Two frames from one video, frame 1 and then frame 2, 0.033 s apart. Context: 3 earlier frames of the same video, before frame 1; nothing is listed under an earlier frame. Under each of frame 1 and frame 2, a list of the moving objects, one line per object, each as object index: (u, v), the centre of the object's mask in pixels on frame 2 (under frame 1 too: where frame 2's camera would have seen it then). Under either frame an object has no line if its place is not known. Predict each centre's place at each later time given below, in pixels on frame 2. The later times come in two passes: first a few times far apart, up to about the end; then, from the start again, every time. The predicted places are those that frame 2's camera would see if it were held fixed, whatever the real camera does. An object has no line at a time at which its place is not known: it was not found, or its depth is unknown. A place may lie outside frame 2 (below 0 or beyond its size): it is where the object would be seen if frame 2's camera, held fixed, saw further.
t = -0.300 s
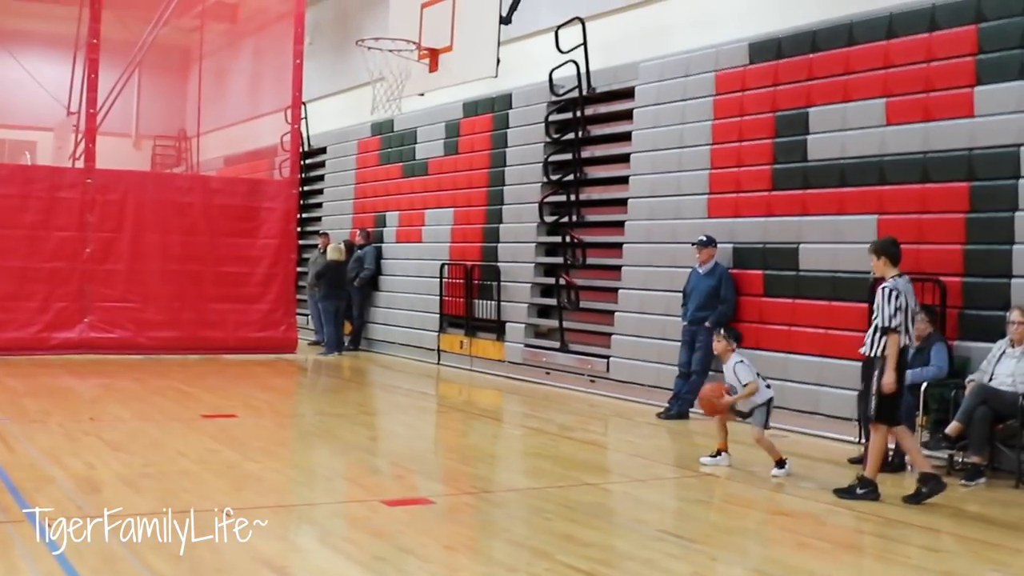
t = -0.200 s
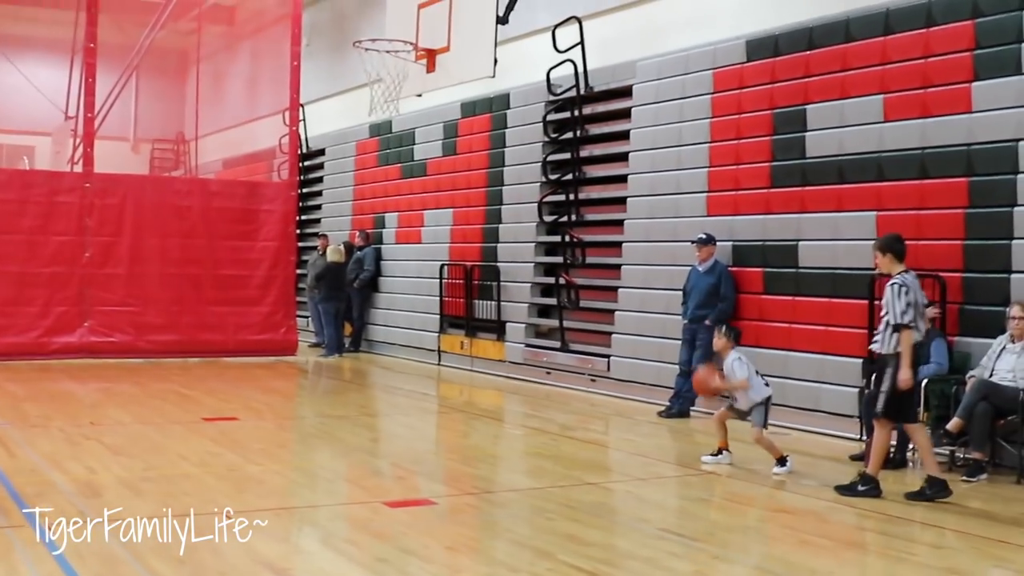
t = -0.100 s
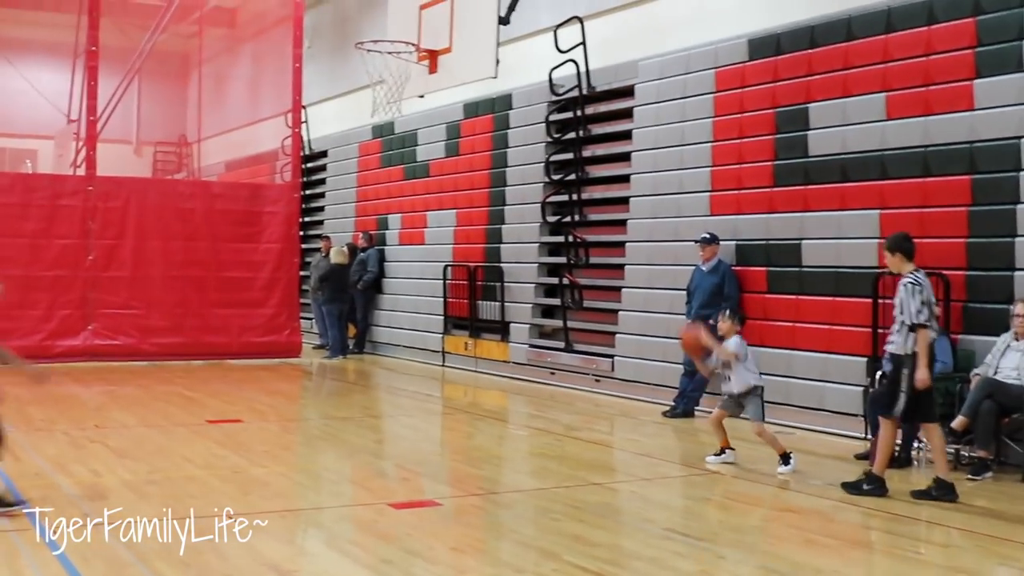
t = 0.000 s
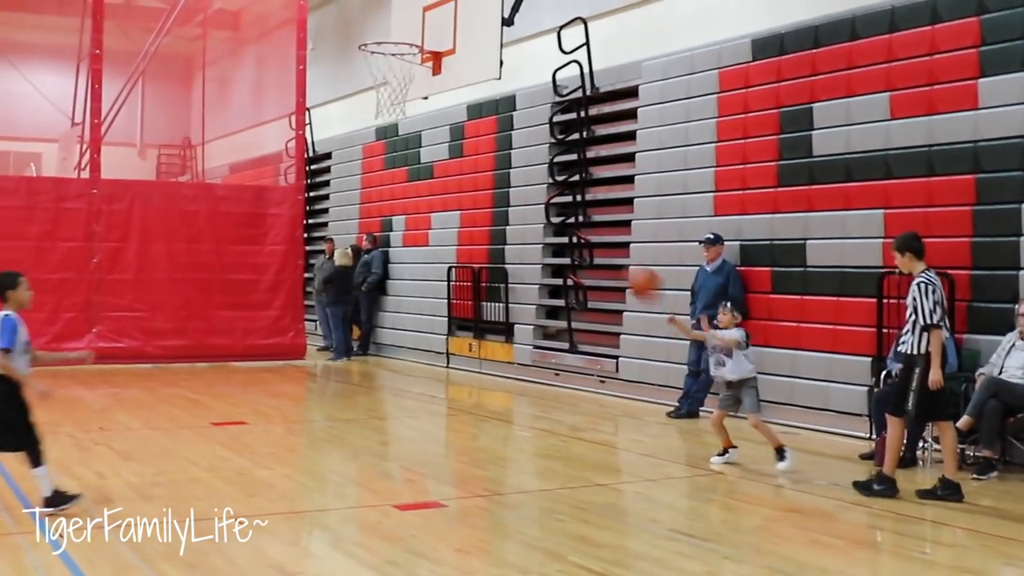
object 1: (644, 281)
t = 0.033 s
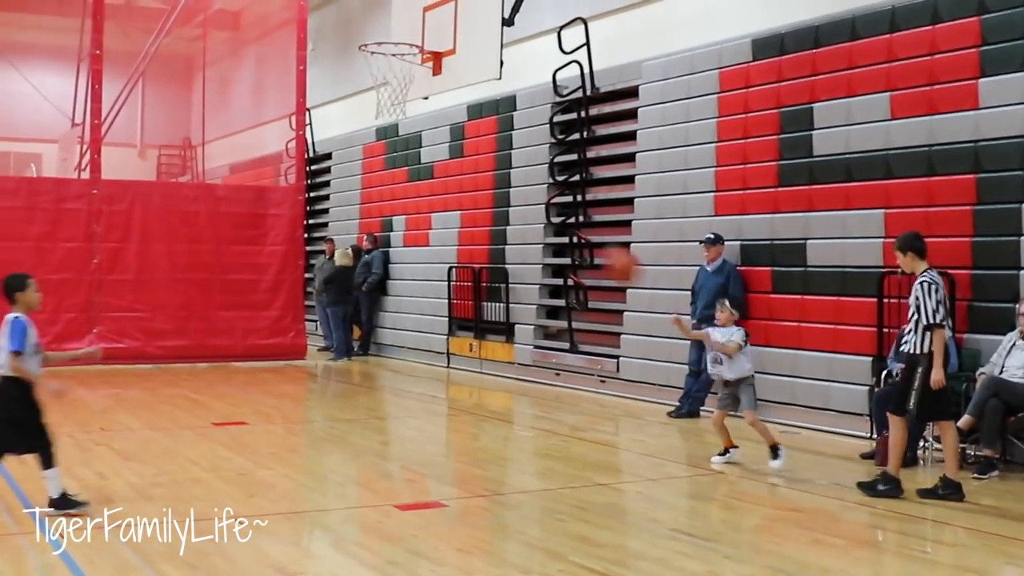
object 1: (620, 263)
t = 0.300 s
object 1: (438, 178)
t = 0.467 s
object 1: (312, 175)
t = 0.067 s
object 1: (597, 248)
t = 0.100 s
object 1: (578, 235)
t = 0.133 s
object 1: (557, 221)
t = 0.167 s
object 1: (534, 210)
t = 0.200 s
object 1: (508, 198)
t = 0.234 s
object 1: (489, 190)
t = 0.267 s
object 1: (461, 181)
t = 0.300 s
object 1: (438, 178)
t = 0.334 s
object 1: (413, 172)
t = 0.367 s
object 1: (388, 170)
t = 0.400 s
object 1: (363, 171)
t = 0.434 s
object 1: (335, 173)
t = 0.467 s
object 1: (312, 175)
